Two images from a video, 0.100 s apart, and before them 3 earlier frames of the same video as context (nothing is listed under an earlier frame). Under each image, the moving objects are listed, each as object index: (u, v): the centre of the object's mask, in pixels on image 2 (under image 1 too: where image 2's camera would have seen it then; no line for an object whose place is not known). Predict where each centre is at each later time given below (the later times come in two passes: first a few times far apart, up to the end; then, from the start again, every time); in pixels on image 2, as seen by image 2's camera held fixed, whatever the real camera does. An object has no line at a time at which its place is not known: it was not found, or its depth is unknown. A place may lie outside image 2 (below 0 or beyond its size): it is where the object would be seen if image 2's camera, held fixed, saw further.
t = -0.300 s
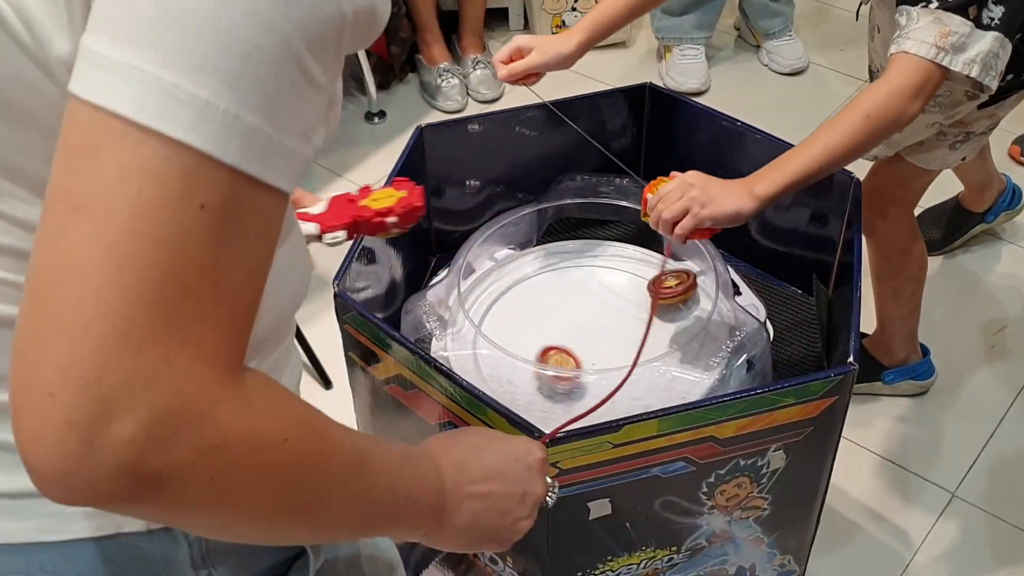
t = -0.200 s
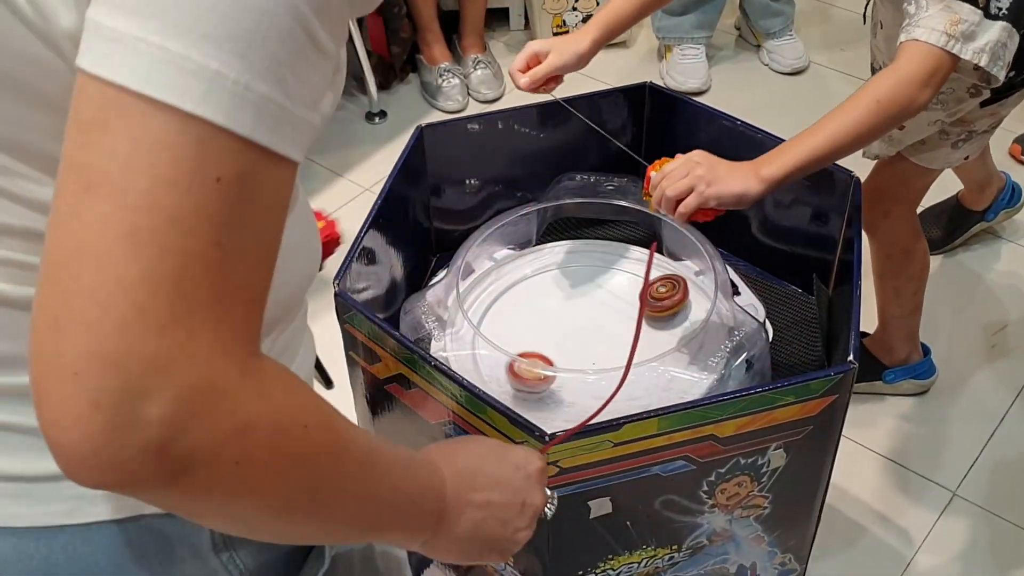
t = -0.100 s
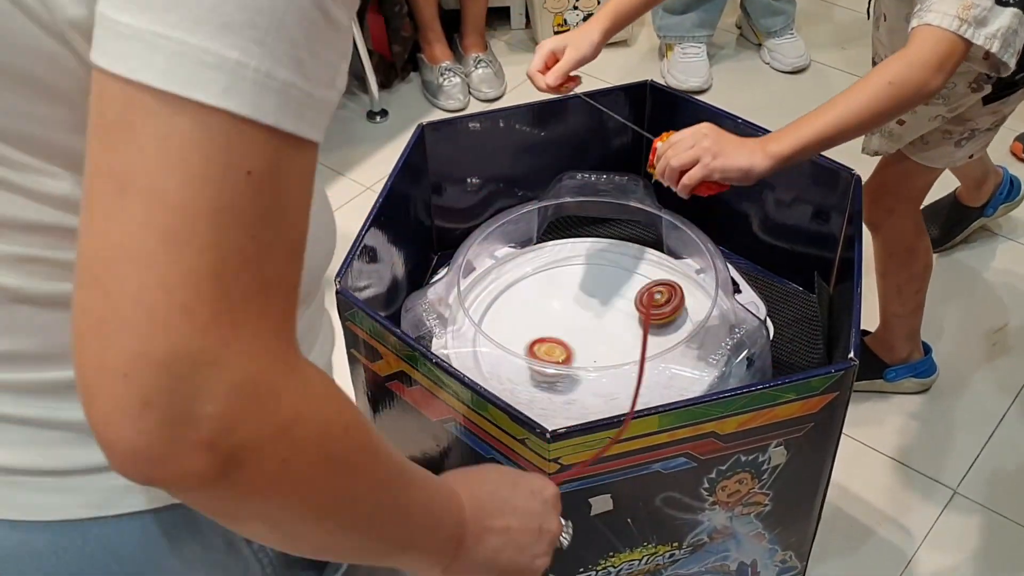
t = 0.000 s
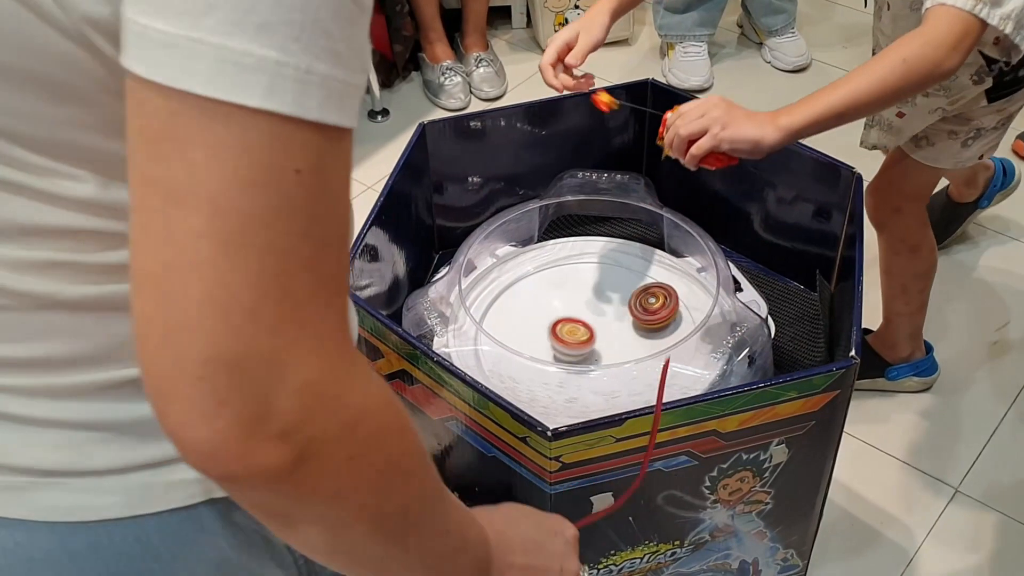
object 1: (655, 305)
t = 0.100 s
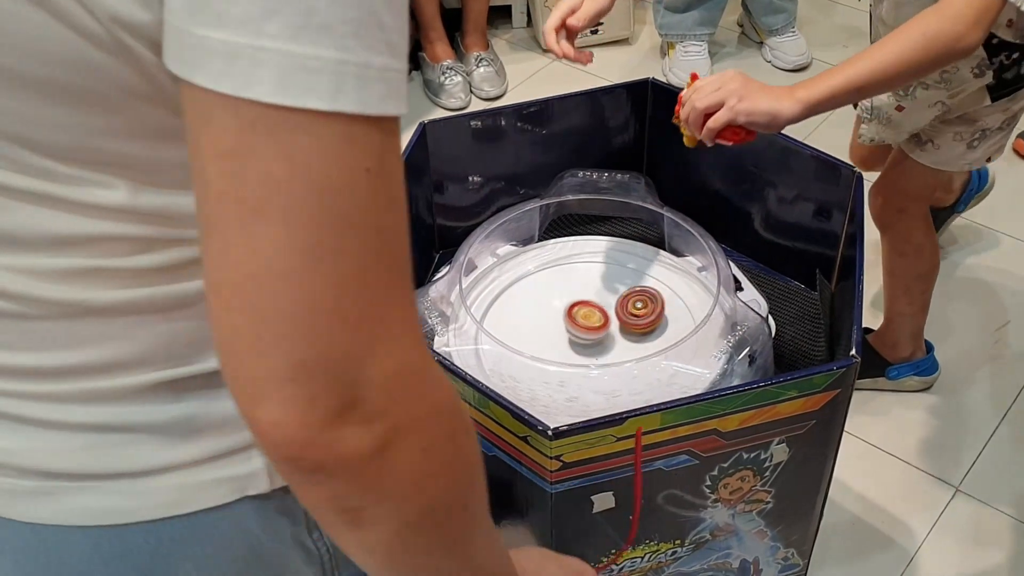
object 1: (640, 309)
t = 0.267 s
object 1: (617, 313)
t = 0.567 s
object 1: (573, 325)
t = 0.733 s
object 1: (594, 341)
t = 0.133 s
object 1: (636, 310)
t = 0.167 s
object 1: (634, 310)
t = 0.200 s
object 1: (630, 310)
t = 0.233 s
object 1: (624, 312)
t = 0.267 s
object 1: (617, 313)
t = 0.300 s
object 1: (614, 313)
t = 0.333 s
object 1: (613, 316)
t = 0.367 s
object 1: (610, 317)
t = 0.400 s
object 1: (605, 319)
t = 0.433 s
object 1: (599, 321)
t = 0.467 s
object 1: (593, 322)
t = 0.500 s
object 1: (587, 323)
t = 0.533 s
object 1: (580, 324)
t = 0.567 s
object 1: (573, 325)
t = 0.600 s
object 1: (570, 327)
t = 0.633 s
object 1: (581, 331)
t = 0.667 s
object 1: (588, 334)
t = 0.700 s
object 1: (592, 337)
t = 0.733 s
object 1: (594, 341)
